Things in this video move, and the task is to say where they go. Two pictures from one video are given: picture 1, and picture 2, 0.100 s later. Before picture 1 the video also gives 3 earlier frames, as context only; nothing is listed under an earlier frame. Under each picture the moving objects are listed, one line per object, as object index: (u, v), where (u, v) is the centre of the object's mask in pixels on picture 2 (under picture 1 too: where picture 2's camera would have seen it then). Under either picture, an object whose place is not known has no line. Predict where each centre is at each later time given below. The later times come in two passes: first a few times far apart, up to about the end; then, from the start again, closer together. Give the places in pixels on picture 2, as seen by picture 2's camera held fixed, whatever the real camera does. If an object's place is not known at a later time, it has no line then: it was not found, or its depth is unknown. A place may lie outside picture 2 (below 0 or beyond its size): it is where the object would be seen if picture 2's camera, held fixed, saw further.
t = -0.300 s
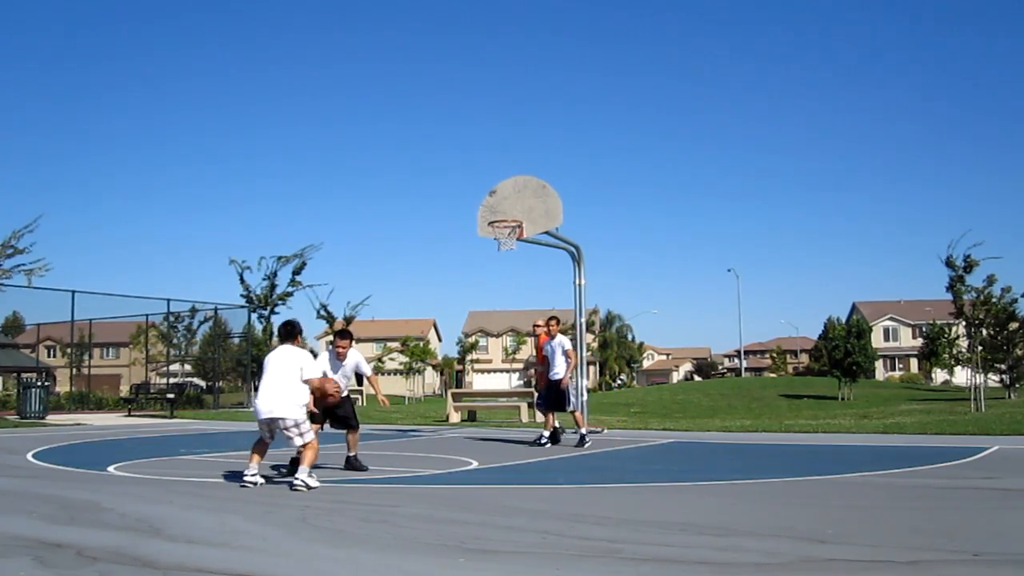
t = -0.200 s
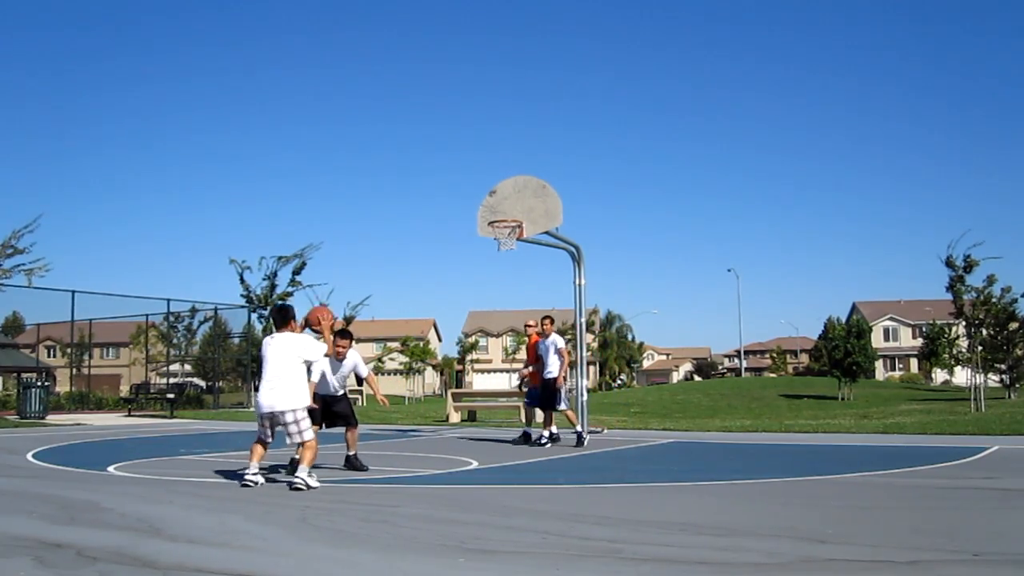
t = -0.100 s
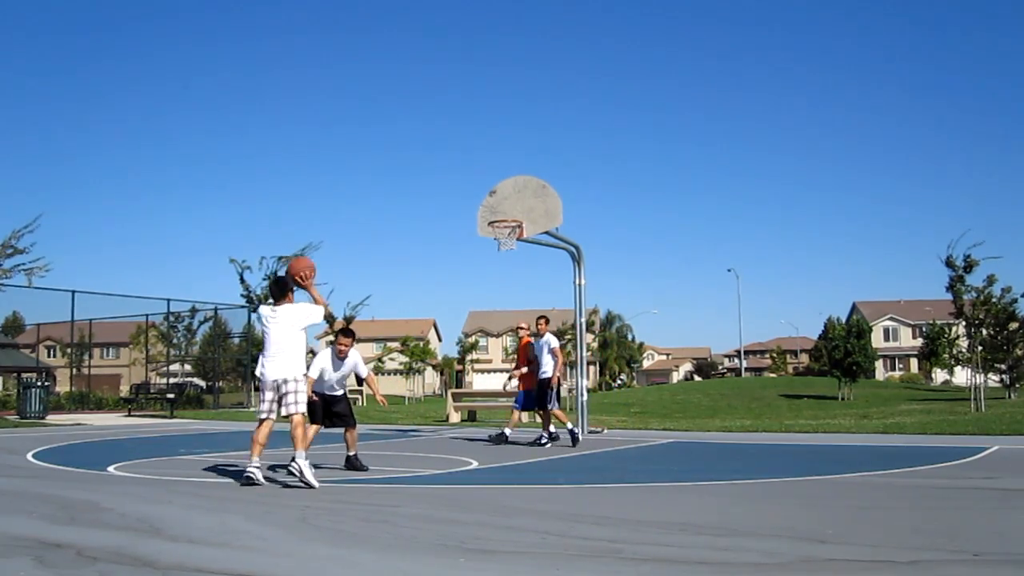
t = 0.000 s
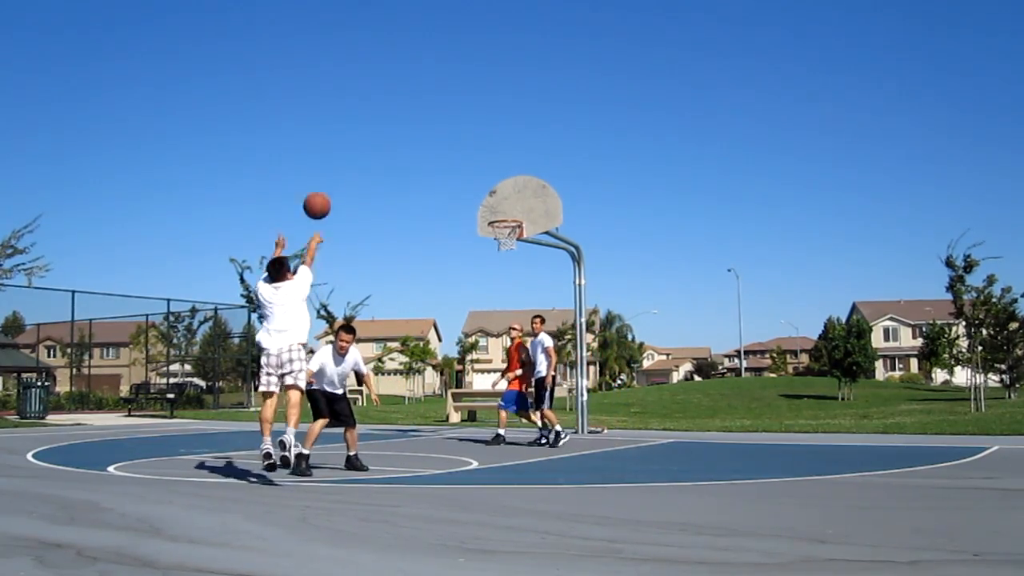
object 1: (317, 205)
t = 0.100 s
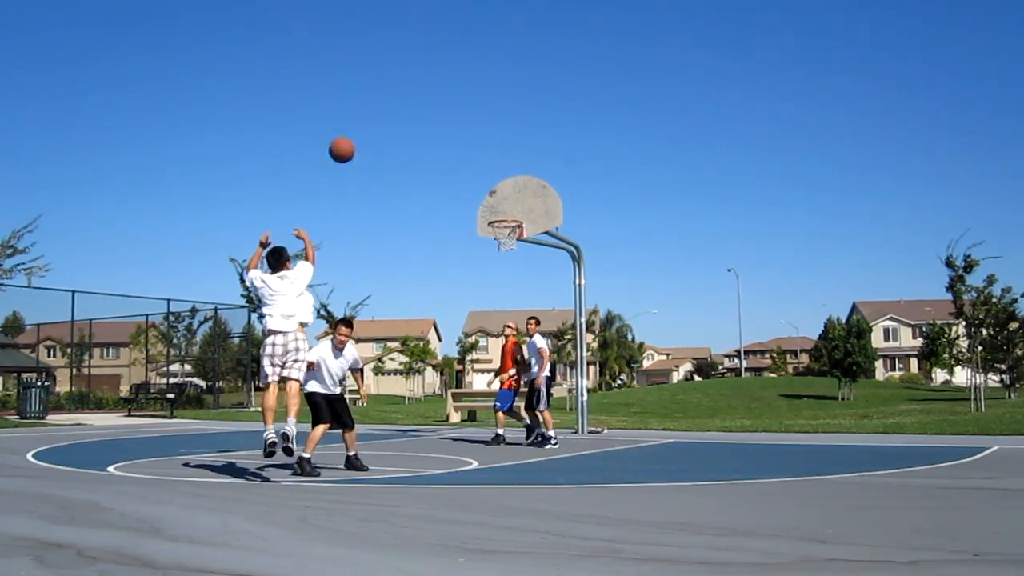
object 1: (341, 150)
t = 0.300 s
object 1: (383, 84)
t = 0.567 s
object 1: (425, 64)
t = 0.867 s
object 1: (462, 107)
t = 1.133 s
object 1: (489, 189)
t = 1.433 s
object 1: (463, 278)
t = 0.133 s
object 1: (349, 135)
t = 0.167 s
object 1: (356, 122)
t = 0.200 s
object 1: (363, 110)
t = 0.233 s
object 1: (370, 100)
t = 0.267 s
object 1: (377, 92)
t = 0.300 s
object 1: (383, 84)
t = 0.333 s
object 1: (388, 78)
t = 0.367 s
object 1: (394, 73)
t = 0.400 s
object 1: (400, 69)
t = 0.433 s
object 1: (406, 66)
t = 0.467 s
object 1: (410, 64)
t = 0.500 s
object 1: (415, 63)
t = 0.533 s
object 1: (420, 63)
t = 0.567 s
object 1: (425, 64)
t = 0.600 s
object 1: (430, 66)
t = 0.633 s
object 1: (434, 68)
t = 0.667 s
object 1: (438, 71)
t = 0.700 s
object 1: (443, 76)
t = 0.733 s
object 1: (447, 81)
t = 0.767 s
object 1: (451, 86)
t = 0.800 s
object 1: (455, 92)
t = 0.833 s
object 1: (458, 99)
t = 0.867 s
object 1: (462, 107)
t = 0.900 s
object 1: (466, 115)
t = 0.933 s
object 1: (469, 124)
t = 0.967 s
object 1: (473, 133)
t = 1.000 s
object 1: (476, 143)
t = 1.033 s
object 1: (479, 154)
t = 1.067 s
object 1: (483, 165)
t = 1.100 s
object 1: (486, 176)
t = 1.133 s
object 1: (489, 189)
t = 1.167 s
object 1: (492, 201)
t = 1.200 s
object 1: (495, 214)
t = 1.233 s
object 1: (496, 226)
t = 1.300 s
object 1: (486, 241)
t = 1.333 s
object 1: (480, 249)
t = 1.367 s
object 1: (475, 258)
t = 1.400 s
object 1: (469, 268)
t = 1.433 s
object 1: (463, 278)
